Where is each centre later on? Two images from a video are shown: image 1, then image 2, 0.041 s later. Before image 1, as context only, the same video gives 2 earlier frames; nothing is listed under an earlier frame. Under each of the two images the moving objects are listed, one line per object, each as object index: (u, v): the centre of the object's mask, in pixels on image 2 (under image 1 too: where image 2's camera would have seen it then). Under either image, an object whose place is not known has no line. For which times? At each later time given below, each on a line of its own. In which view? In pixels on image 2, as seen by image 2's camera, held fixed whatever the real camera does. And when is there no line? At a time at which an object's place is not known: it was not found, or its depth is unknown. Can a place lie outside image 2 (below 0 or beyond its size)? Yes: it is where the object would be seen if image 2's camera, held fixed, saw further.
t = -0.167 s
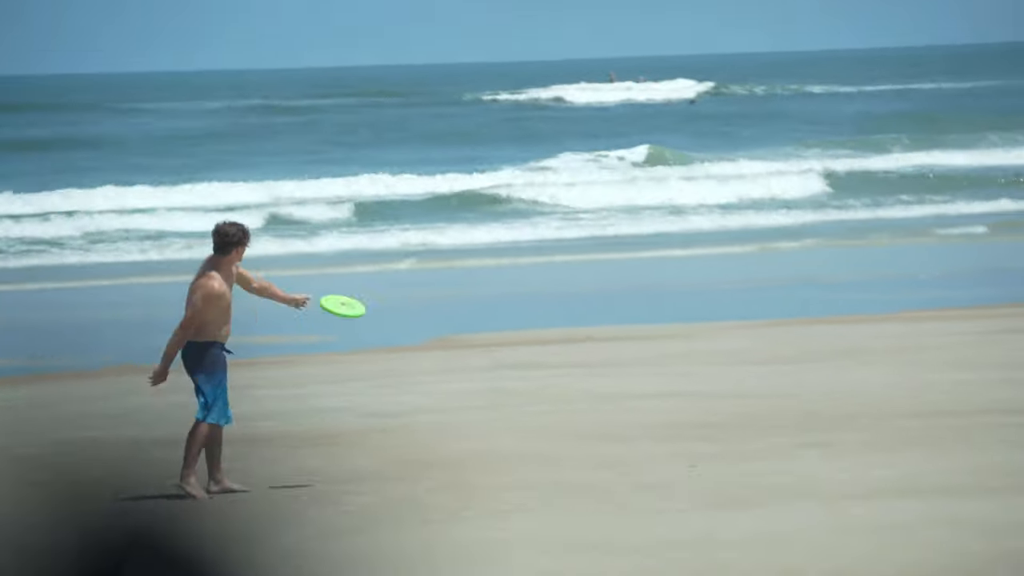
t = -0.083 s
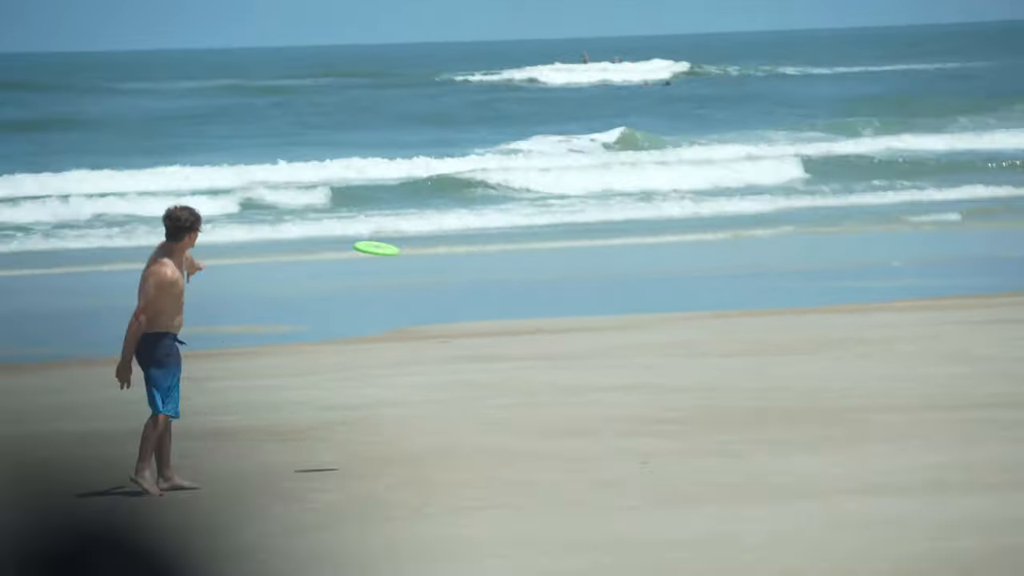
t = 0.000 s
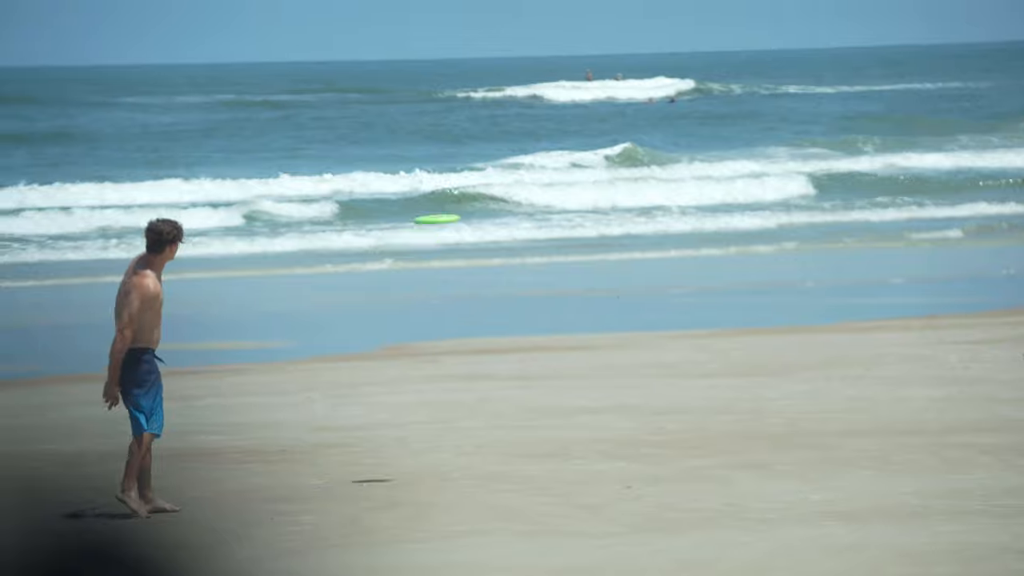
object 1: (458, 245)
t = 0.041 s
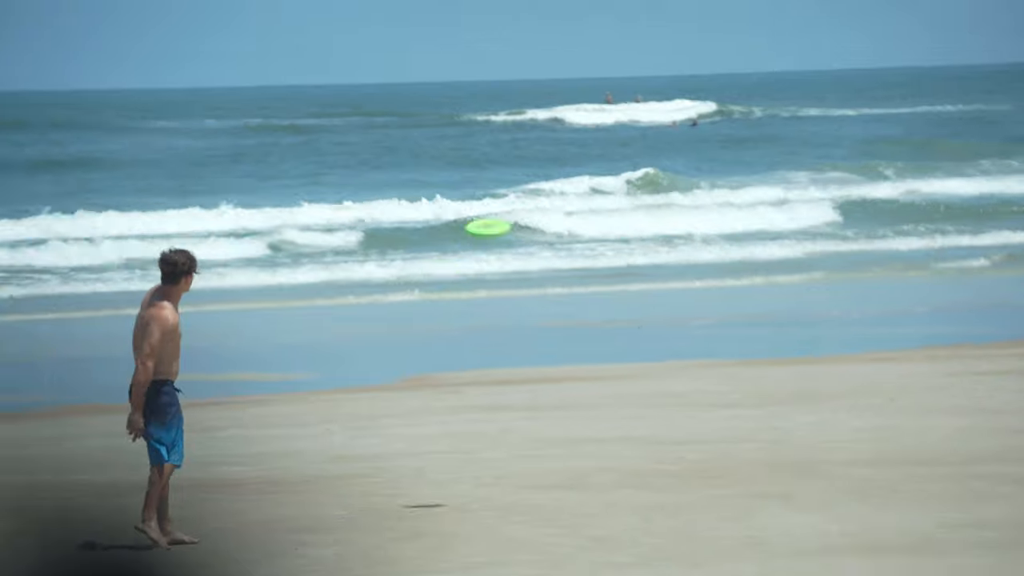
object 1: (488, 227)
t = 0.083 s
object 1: (515, 207)
